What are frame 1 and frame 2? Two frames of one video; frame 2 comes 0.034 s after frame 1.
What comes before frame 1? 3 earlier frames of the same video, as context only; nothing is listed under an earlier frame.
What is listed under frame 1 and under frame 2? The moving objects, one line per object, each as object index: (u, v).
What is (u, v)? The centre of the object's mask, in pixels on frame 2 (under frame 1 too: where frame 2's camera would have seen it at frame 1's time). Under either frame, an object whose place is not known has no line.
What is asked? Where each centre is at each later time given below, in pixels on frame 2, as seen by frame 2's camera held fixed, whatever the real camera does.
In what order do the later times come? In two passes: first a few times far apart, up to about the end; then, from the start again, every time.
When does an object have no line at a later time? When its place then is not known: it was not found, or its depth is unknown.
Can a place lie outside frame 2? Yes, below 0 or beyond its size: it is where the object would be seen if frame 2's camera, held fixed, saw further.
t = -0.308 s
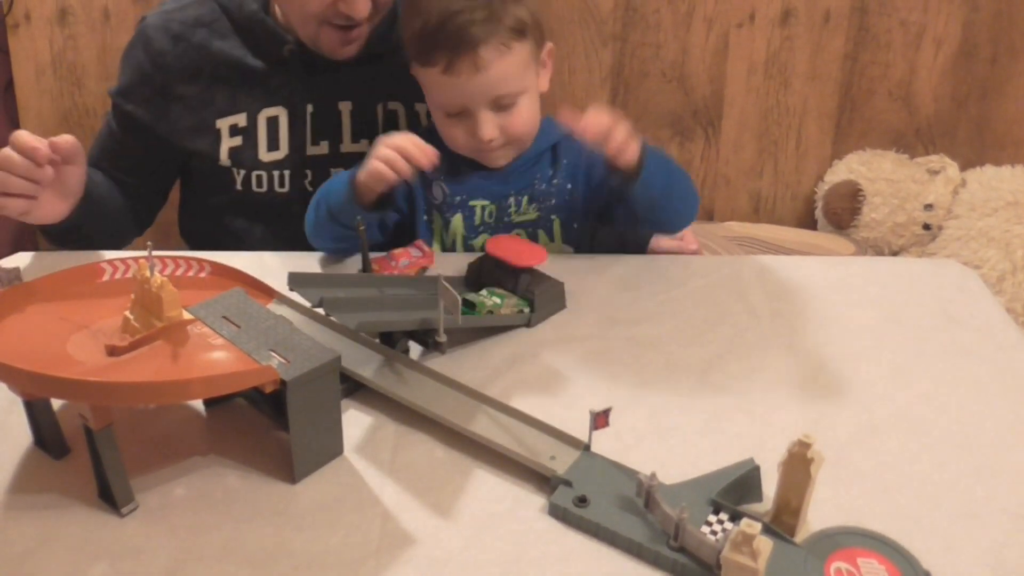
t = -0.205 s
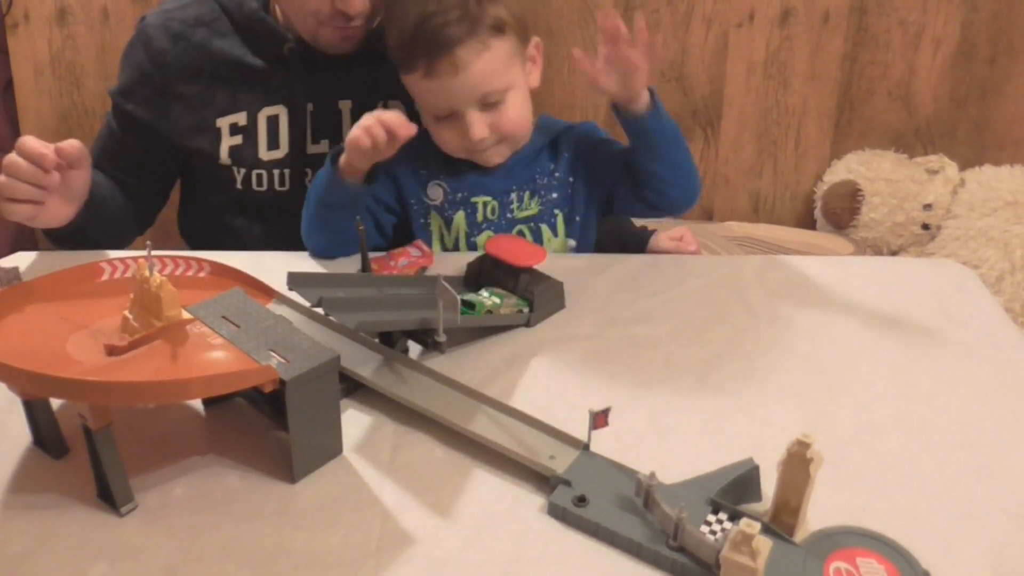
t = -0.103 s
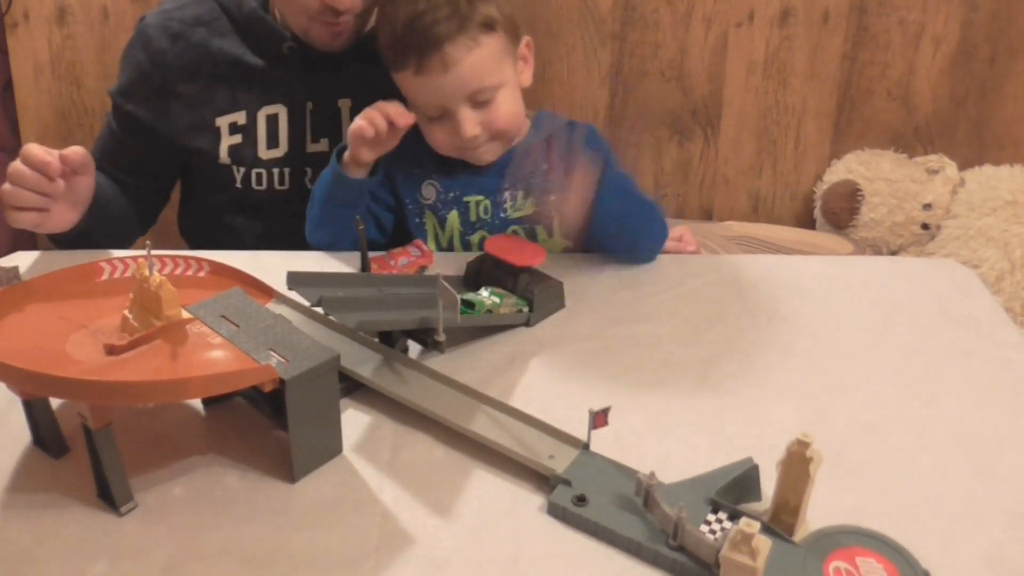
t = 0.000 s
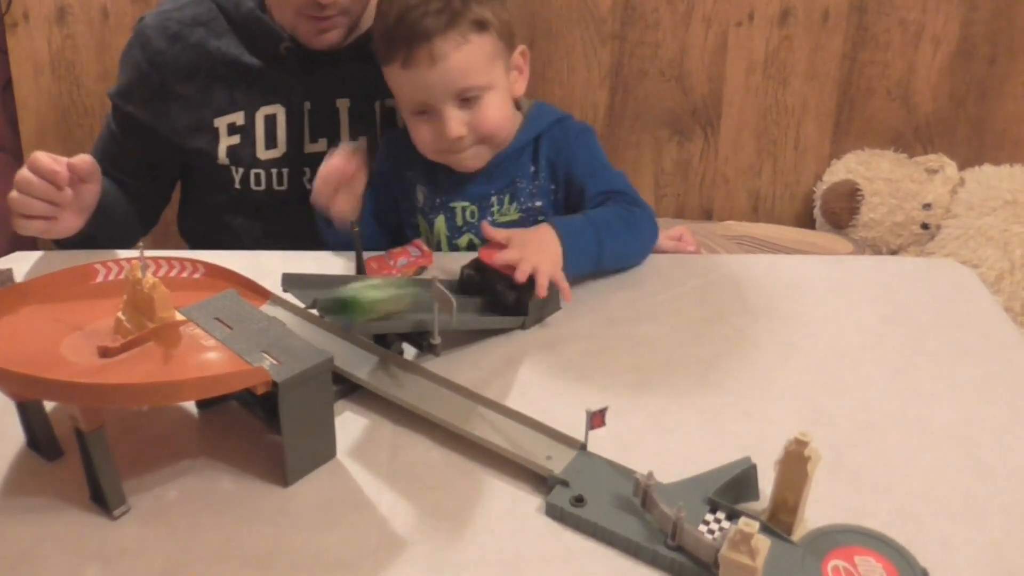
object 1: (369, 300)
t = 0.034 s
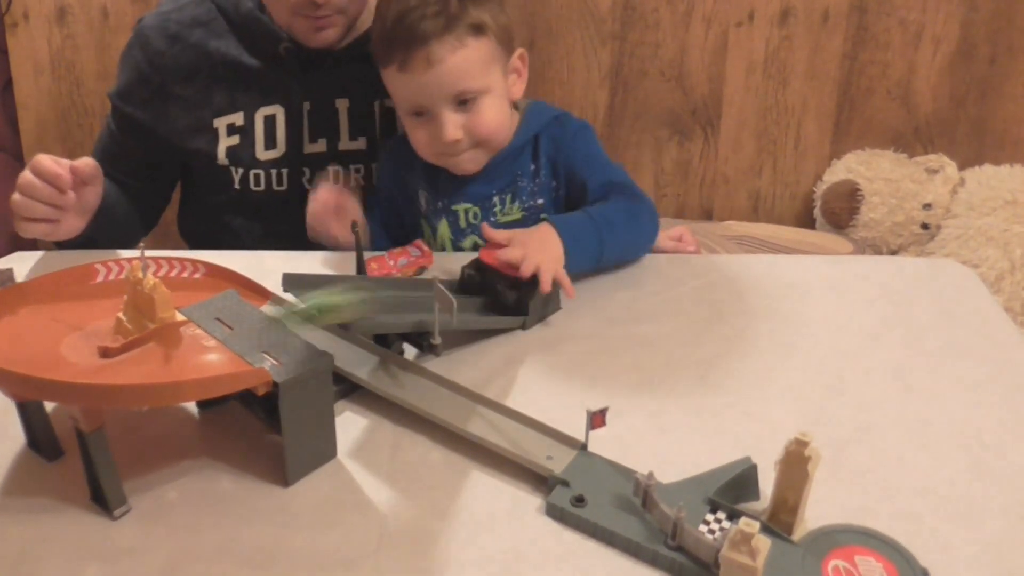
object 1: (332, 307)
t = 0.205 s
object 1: (55, 370)
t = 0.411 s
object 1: (42, 344)
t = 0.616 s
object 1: (107, 299)
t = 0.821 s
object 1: (282, 309)
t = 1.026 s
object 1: (382, 366)
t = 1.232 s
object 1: (485, 414)
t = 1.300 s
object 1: (527, 433)
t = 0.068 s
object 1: (273, 331)
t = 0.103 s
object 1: (220, 361)
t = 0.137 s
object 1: (159, 370)
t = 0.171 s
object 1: (104, 374)
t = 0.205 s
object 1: (55, 370)
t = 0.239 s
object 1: (35, 367)
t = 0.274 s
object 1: (27, 363)
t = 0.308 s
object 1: (23, 352)
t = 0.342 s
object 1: (18, 346)
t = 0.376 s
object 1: (29, 353)
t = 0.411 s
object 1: (42, 344)
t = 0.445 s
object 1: (47, 333)
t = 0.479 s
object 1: (51, 323)
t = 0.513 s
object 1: (62, 312)
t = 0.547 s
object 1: (79, 303)
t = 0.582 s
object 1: (94, 300)
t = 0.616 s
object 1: (107, 299)
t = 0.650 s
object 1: (184, 287)
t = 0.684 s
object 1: (203, 288)
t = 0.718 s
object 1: (225, 291)
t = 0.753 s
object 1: (252, 296)
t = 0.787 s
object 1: (269, 302)
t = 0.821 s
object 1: (282, 309)
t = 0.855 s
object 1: (296, 317)
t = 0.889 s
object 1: (308, 324)
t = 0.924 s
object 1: (321, 333)
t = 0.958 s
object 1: (340, 345)
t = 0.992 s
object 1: (367, 360)
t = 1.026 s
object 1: (382, 366)
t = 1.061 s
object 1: (391, 371)
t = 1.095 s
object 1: (408, 379)
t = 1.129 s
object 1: (425, 387)
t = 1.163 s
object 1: (440, 393)
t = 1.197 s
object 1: (463, 404)
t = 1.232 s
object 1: (485, 414)
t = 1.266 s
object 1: (502, 422)
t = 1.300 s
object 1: (527, 433)
